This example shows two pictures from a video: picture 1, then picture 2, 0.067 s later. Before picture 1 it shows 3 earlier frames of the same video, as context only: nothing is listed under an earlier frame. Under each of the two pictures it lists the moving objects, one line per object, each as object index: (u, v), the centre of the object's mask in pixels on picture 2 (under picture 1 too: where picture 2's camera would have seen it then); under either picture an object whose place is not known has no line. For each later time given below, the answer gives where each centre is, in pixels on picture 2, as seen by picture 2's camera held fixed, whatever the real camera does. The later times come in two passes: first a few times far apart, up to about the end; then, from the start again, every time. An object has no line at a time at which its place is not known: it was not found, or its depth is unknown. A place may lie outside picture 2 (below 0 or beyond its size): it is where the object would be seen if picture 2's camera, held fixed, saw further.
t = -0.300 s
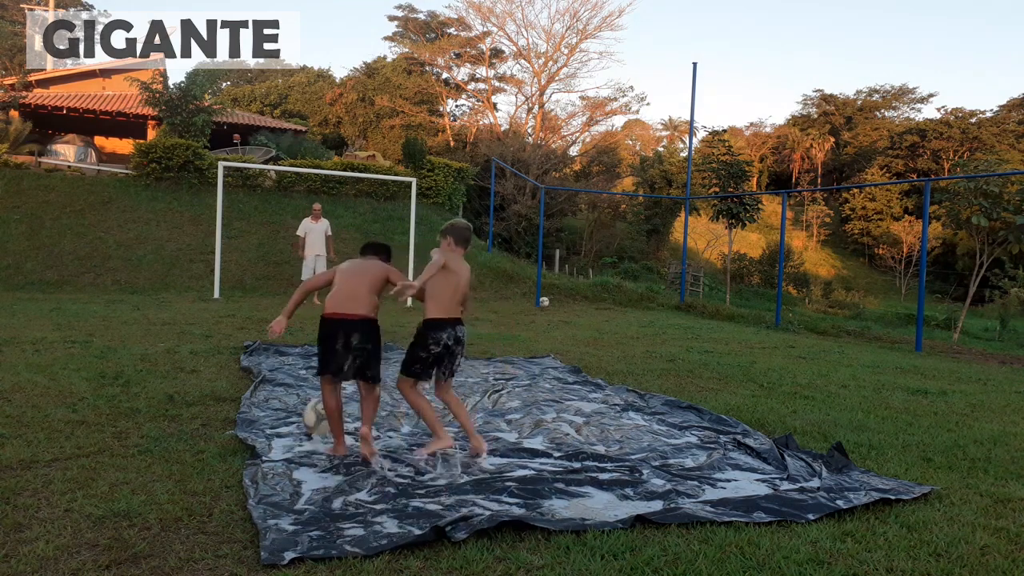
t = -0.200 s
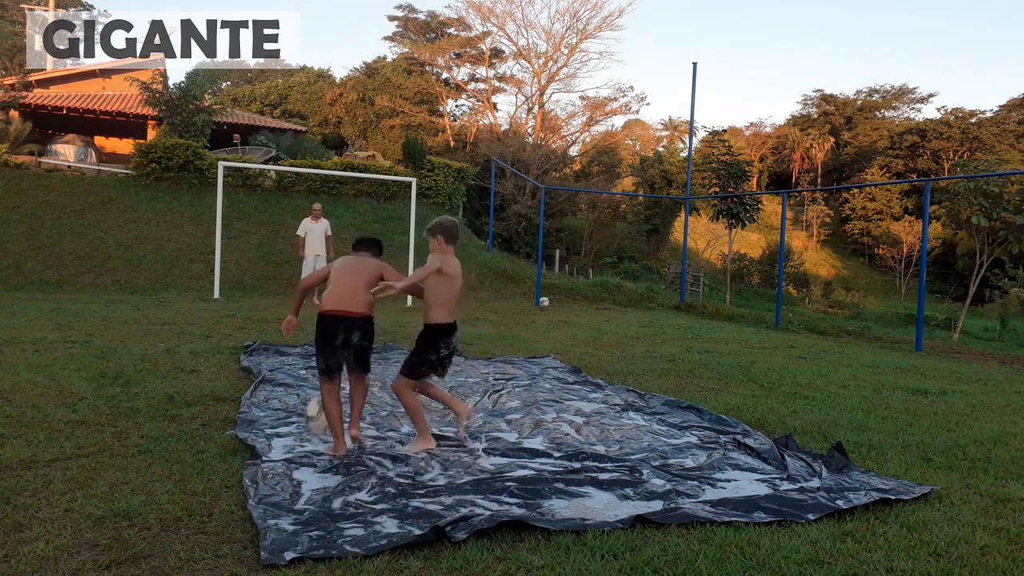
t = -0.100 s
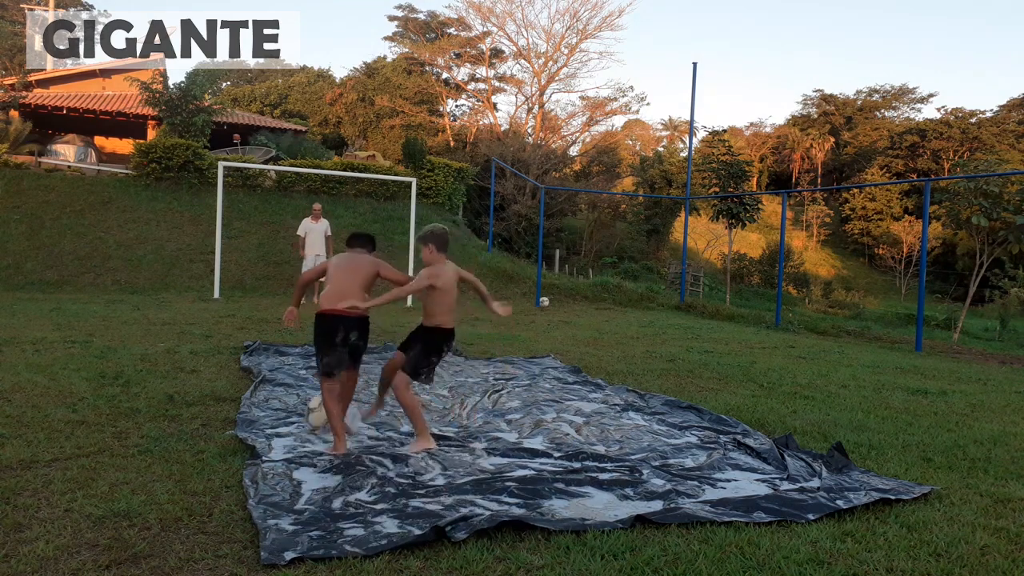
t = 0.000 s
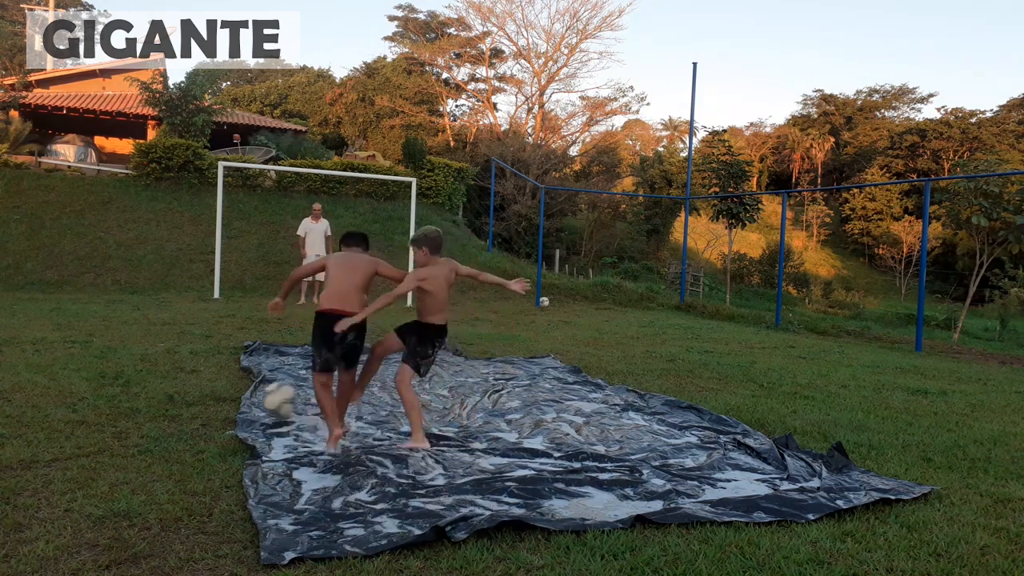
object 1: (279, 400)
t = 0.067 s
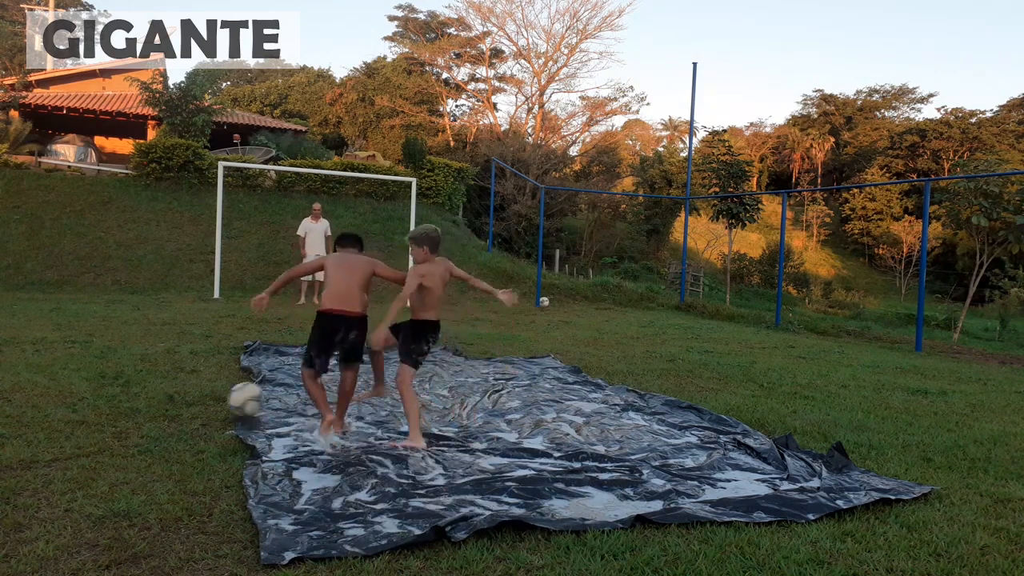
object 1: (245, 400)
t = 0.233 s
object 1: (185, 391)
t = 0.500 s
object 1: (119, 385)
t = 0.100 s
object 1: (229, 400)
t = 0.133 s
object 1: (219, 396)
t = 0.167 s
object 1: (207, 393)
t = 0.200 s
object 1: (196, 391)
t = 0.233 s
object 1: (185, 391)
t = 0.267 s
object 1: (173, 393)
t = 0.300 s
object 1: (164, 391)
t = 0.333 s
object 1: (157, 387)
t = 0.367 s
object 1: (149, 384)
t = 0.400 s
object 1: (142, 383)
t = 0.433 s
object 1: (134, 385)
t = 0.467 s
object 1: (127, 387)
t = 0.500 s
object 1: (119, 385)
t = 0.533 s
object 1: (111, 384)
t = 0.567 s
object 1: (105, 382)
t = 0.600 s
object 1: (97, 383)
